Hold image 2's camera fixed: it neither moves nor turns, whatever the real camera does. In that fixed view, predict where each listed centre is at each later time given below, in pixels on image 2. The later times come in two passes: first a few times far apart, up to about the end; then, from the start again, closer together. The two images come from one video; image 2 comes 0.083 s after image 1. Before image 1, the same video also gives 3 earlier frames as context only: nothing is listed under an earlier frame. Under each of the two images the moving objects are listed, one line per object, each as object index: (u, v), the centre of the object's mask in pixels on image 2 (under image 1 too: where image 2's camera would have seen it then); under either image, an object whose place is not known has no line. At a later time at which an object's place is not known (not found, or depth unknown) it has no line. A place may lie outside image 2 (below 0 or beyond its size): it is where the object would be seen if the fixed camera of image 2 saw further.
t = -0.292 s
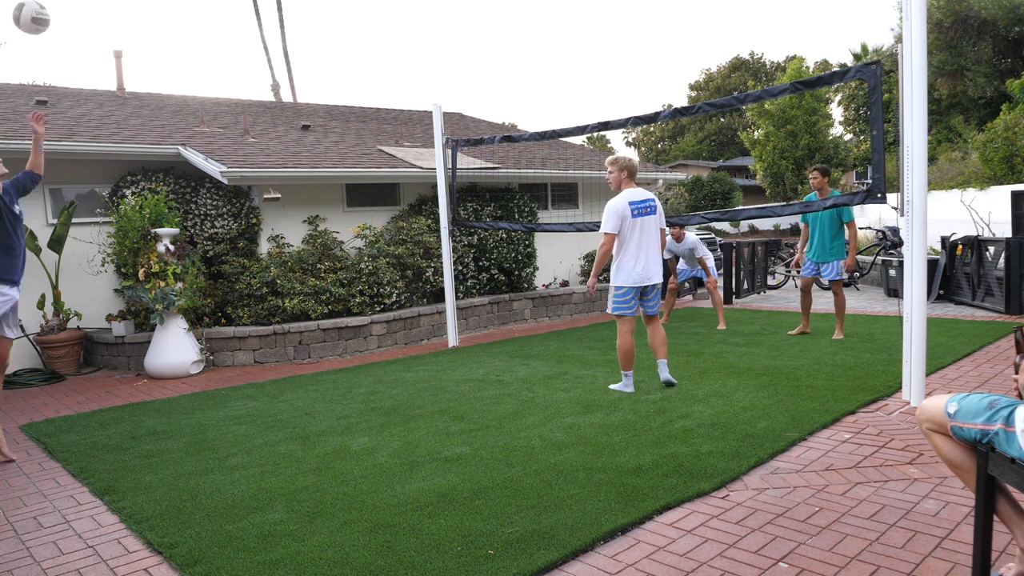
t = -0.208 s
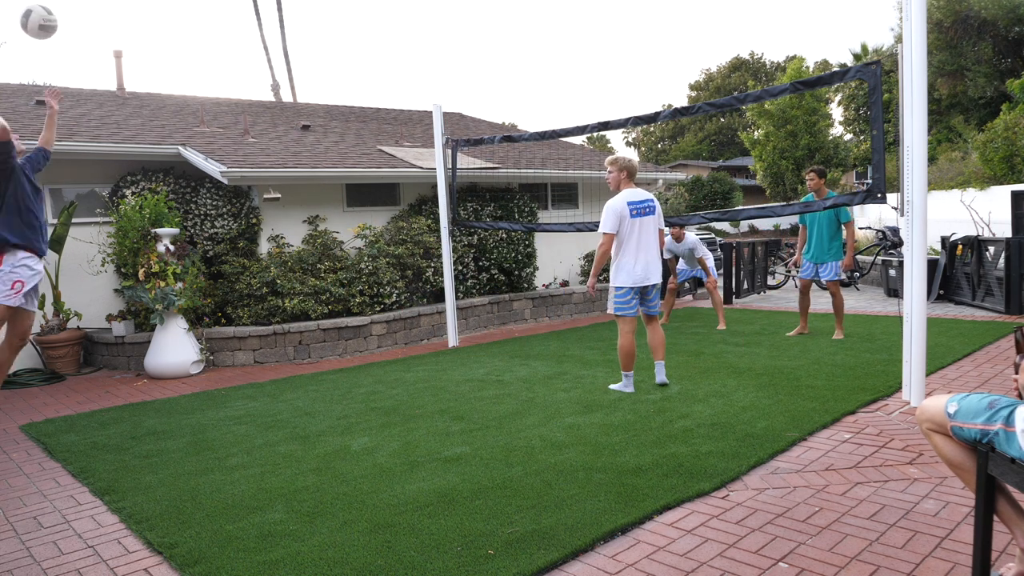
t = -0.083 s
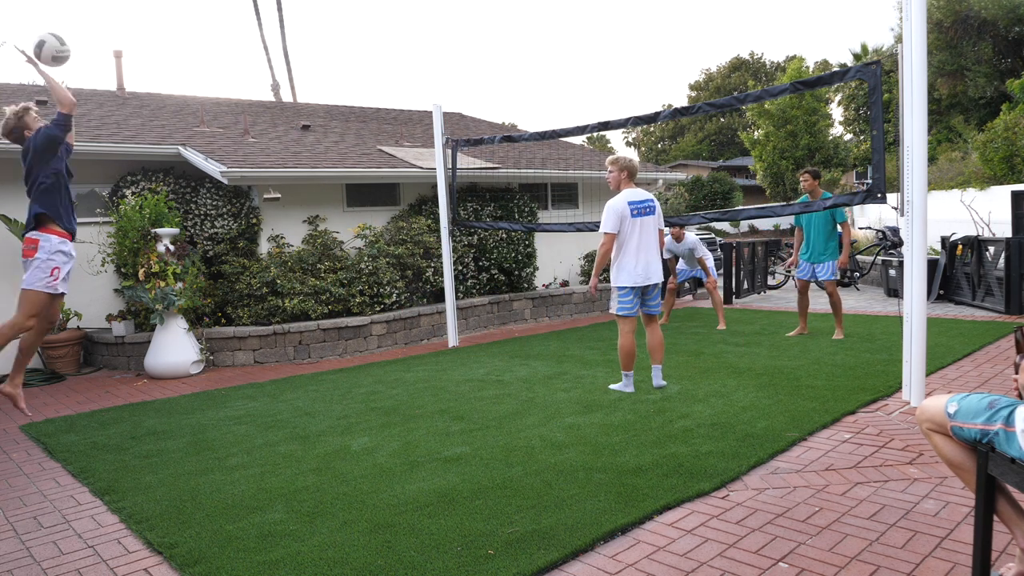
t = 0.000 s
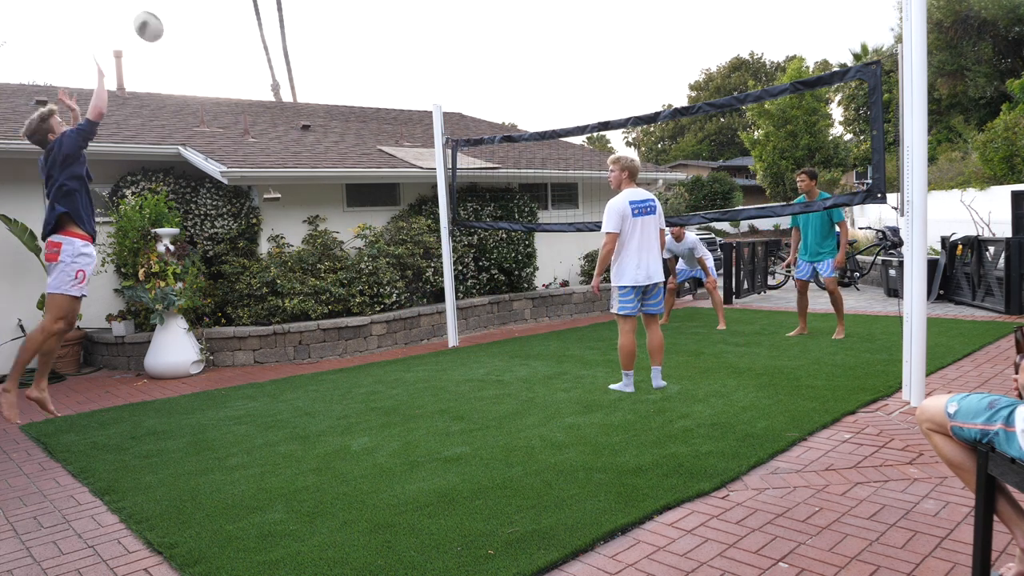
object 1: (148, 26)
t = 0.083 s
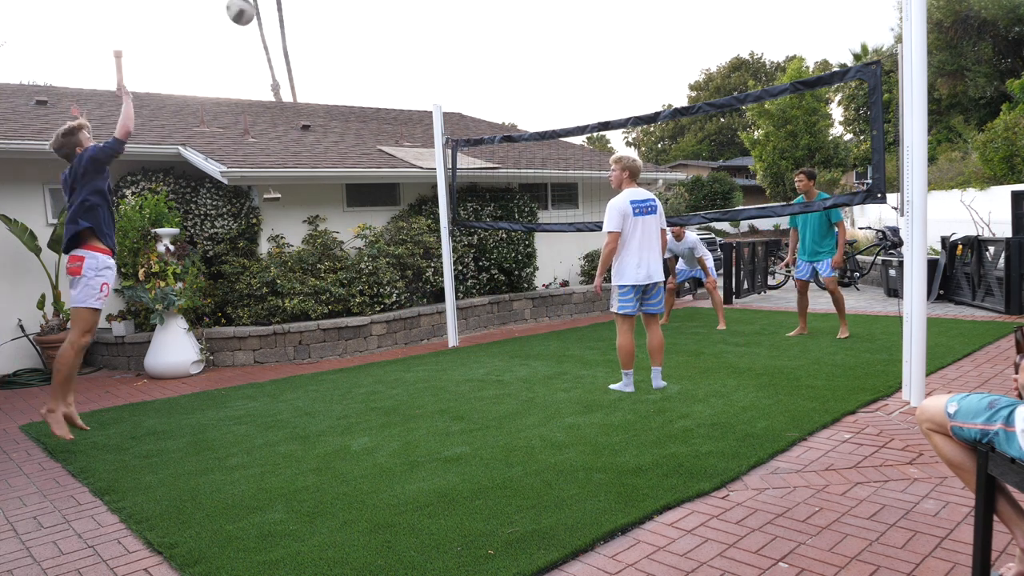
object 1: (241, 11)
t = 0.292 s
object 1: (414, 12)
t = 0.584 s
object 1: (573, 80)
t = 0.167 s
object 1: (318, 8)
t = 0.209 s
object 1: (353, 8)
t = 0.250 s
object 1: (384, 9)
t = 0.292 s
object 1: (414, 12)
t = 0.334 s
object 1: (442, 18)
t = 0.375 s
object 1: (468, 25)
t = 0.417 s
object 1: (491, 34)
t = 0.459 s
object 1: (514, 44)
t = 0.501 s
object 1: (535, 55)
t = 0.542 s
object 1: (554, 67)
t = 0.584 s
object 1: (573, 80)
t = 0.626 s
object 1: (590, 94)
